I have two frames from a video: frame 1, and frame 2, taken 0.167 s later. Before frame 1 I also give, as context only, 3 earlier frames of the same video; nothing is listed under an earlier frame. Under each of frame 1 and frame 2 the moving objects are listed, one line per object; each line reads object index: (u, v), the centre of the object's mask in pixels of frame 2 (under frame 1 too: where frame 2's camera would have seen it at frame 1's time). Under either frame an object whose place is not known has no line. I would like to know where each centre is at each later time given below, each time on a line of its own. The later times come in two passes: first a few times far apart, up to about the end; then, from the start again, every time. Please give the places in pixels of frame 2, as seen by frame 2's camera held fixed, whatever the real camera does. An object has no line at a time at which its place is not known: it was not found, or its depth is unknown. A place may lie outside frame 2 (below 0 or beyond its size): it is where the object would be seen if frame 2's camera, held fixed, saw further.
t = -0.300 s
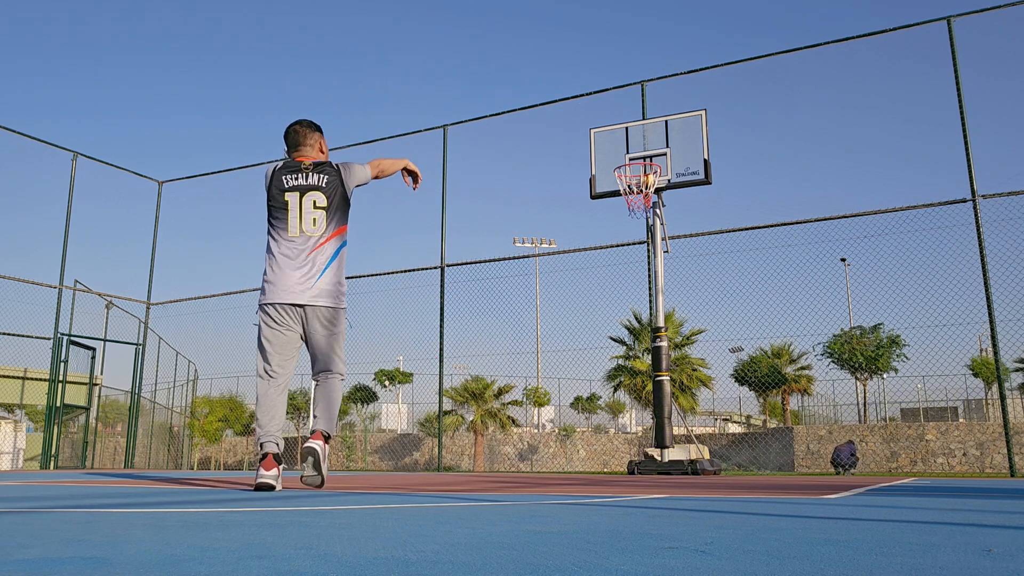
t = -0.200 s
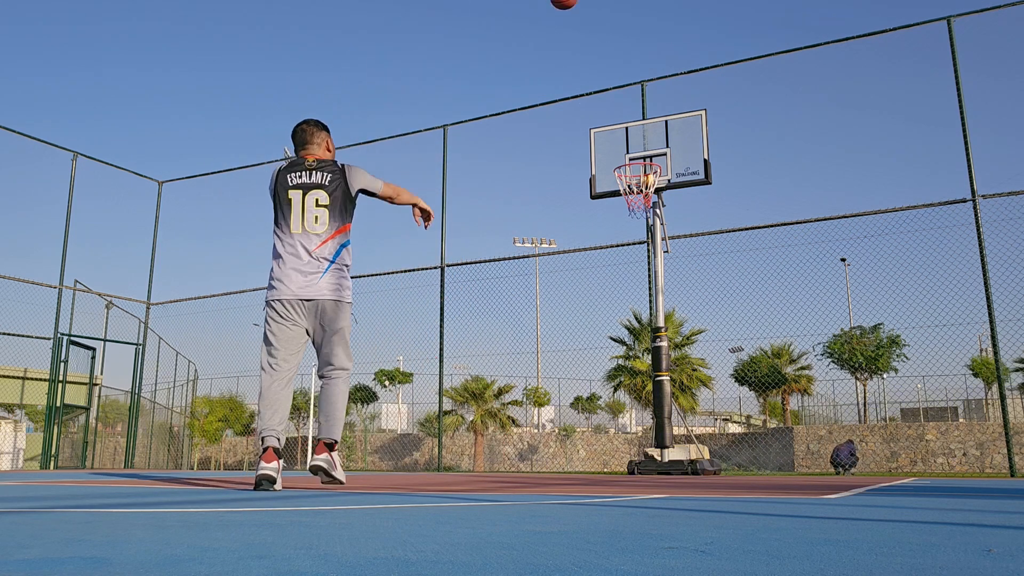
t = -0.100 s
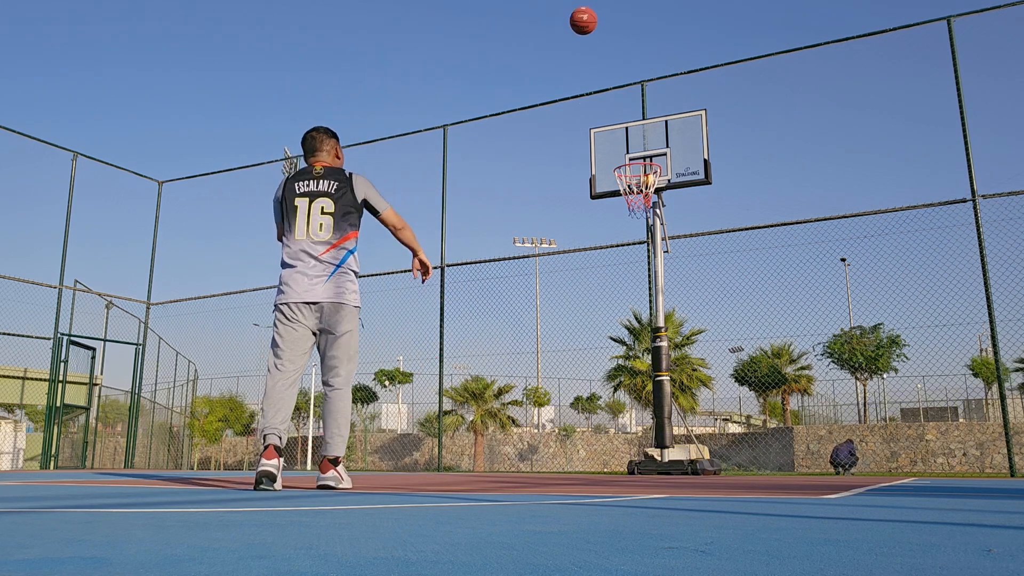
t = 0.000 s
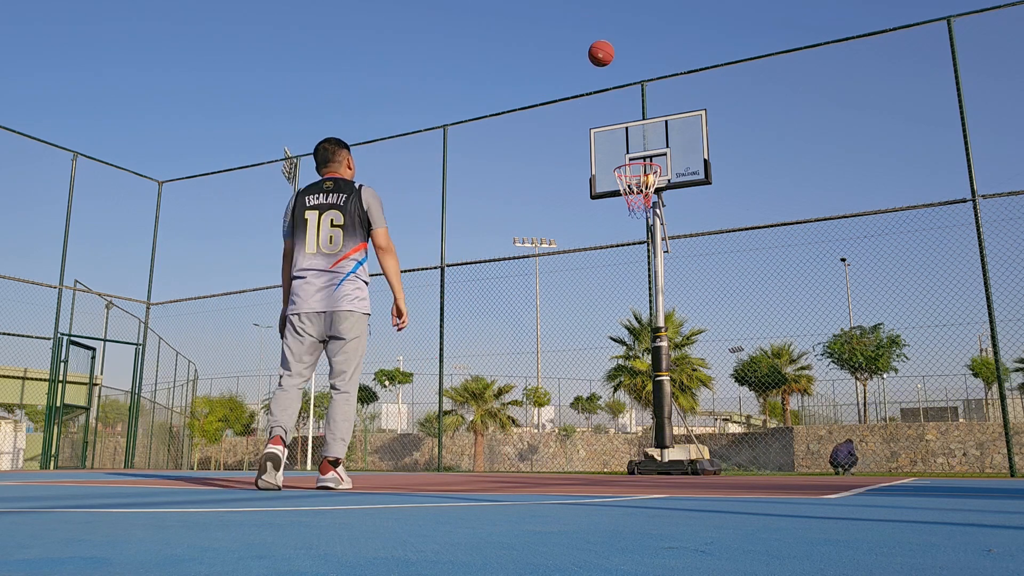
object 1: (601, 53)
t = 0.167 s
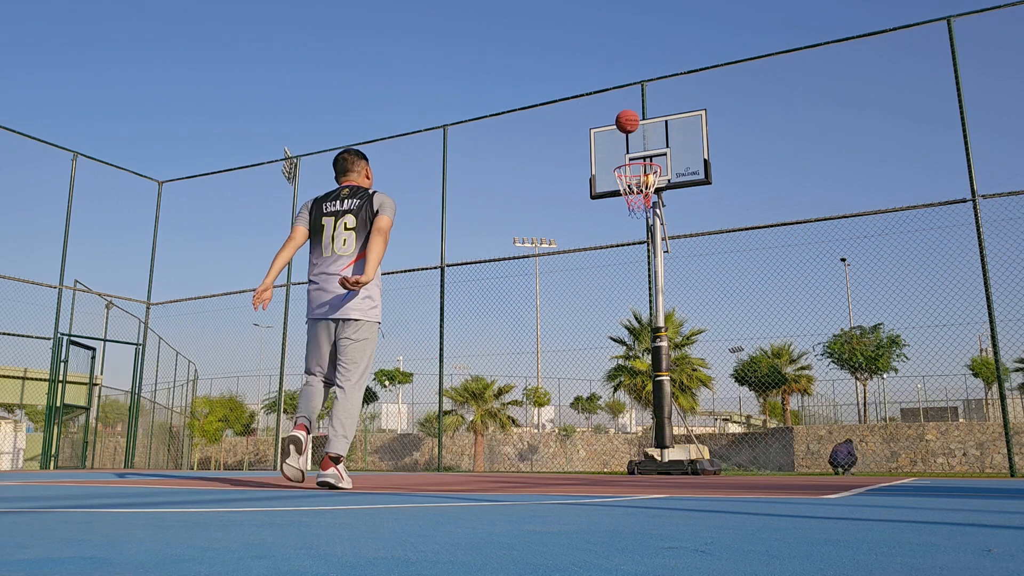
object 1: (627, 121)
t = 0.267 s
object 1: (641, 169)
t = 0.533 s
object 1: (639, 212)
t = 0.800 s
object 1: (622, 290)
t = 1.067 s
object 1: (606, 449)
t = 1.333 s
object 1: (593, 345)
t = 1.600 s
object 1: (582, 283)
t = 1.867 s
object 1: (574, 292)
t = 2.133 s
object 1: (567, 379)
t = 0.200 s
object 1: (632, 137)
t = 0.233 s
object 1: (637, 152)
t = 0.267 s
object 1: (641, 169)
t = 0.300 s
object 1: (645, 185)
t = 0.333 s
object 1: (650, 194)
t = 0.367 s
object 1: (649, 196)
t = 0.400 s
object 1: (647, 198)
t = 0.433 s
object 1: (645, 200)
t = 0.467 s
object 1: (643, 203)
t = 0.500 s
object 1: (640, 207)
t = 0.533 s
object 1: (639, 212)
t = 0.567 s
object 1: (636, 218)
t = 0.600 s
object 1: (634, 225)
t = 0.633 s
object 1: (632, 233)
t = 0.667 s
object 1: (630, 242)
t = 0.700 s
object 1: (628, 252)
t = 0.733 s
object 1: (626, 264)
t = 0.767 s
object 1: (624, 277)
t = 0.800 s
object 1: (622, 290)
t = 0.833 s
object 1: (620, 305)
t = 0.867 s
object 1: (618, 322)
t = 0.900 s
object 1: (615, 339)
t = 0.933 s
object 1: (614, 358)
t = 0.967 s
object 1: (612, 379)
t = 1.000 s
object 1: (610, 400)
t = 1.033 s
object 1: (608, 423)
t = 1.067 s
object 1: (606, 449)
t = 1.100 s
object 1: (604, 460)
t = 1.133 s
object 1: (603, 440)
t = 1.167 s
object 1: (601, 421)
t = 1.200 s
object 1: (599, 404)
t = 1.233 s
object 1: (598, 387)
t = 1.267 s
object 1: (596, 372)
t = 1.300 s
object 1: (595, 358)
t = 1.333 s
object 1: (593, 345)
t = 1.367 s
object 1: (592, 333)
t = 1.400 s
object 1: (590, 323)
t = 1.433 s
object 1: (589, 314)
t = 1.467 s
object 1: (587, 305)
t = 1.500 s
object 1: (586, 298)
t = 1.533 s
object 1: (585, 292)
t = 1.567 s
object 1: (584, 287)
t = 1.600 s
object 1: (582, 283)
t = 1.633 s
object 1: (581, 280)
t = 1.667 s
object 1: (580, 278)
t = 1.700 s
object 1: (579, 278)
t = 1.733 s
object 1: (578, 279)
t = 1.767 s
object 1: (577, 280)
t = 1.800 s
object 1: (576, 283)
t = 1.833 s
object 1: (575, 287)
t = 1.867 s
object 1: (574, 292)
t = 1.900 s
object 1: (573, 299)
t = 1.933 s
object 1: (572, 306)
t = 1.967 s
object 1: (571, 315)
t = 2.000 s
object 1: (570, 326)
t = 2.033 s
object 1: (569, 337)
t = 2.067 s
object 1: (569, 350)
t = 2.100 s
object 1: (568, 364)
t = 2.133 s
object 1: (567, 379)
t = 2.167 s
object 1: (567, 396)
